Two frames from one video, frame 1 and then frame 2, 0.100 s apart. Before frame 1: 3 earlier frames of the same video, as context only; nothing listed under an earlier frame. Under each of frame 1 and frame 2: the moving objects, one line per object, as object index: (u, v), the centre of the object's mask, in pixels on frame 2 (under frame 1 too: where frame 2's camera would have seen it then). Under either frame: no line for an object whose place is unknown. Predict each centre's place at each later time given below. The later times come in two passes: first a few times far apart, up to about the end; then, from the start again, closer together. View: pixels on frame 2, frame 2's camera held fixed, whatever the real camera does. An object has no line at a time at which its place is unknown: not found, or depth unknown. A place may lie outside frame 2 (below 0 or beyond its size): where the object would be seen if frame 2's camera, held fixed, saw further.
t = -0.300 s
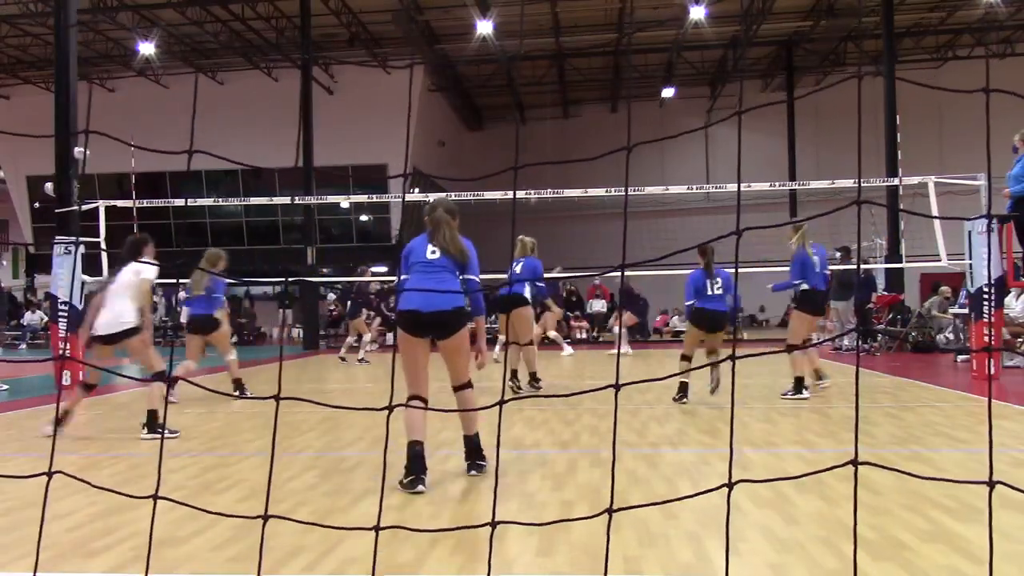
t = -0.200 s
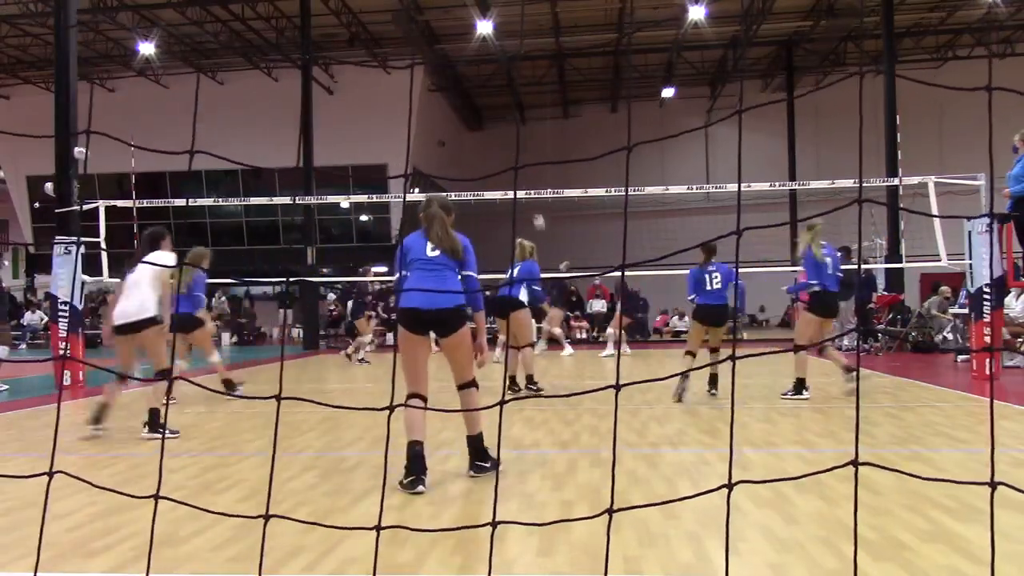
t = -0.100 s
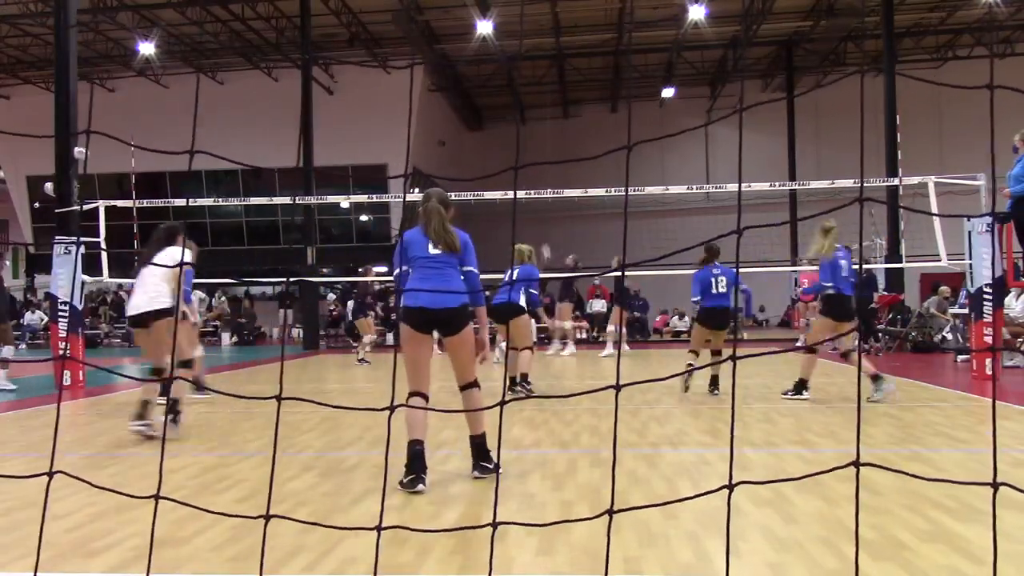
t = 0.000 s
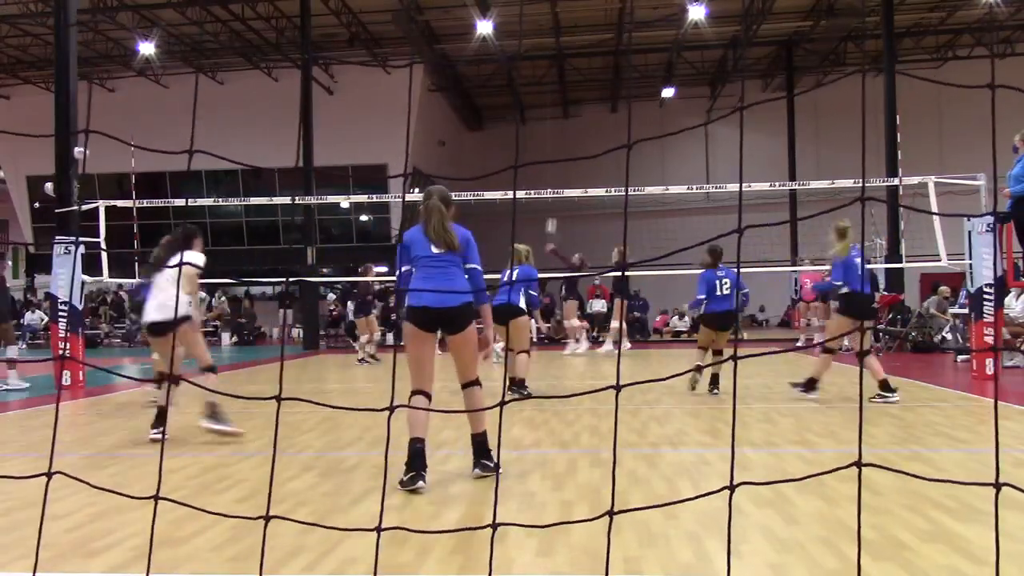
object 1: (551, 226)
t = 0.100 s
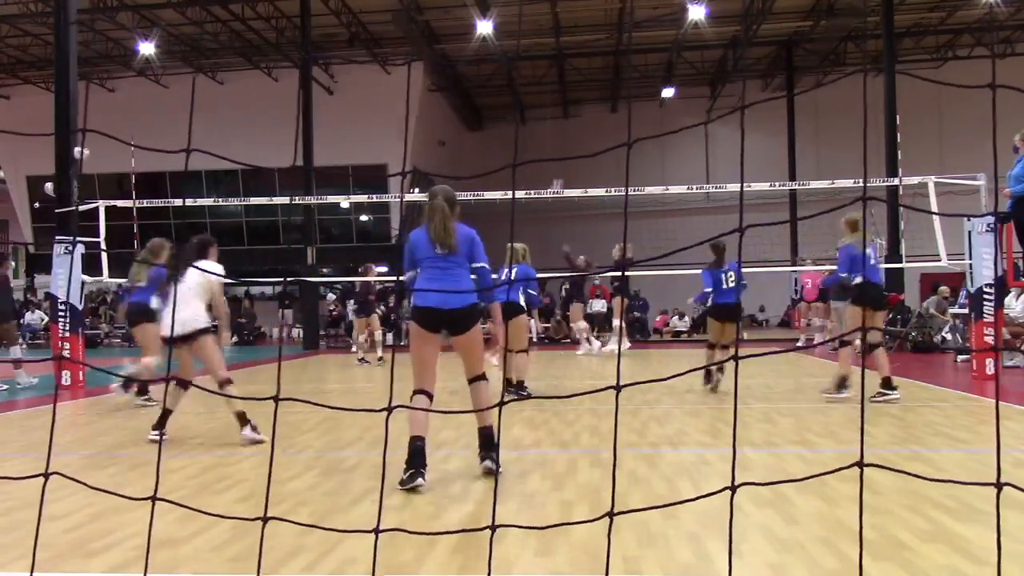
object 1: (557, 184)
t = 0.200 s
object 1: (562, 151)
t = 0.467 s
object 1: (579, 83)
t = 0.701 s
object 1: (598, 53)
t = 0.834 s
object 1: (610, 51)
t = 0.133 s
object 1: (558, 175)
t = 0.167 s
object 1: (559, 167)
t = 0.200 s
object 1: (562, 151)
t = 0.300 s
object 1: (568, 122)
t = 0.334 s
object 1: (570, 114)
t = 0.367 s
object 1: (572, 106)
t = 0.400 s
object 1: (575, 96)
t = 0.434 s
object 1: (577, 90)
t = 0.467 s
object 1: (579, 83)
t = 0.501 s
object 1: (582, 76)
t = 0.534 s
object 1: (584, 70)
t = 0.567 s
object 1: (587, 66)
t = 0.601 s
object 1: (589, 61)
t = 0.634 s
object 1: (592, 57)
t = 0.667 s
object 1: (595, 55)
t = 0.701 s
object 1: (598, 53)
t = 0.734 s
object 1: (601, 50)
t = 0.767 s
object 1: (603, 50)
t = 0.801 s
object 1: (606, 50)
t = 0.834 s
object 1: (610, 51)
